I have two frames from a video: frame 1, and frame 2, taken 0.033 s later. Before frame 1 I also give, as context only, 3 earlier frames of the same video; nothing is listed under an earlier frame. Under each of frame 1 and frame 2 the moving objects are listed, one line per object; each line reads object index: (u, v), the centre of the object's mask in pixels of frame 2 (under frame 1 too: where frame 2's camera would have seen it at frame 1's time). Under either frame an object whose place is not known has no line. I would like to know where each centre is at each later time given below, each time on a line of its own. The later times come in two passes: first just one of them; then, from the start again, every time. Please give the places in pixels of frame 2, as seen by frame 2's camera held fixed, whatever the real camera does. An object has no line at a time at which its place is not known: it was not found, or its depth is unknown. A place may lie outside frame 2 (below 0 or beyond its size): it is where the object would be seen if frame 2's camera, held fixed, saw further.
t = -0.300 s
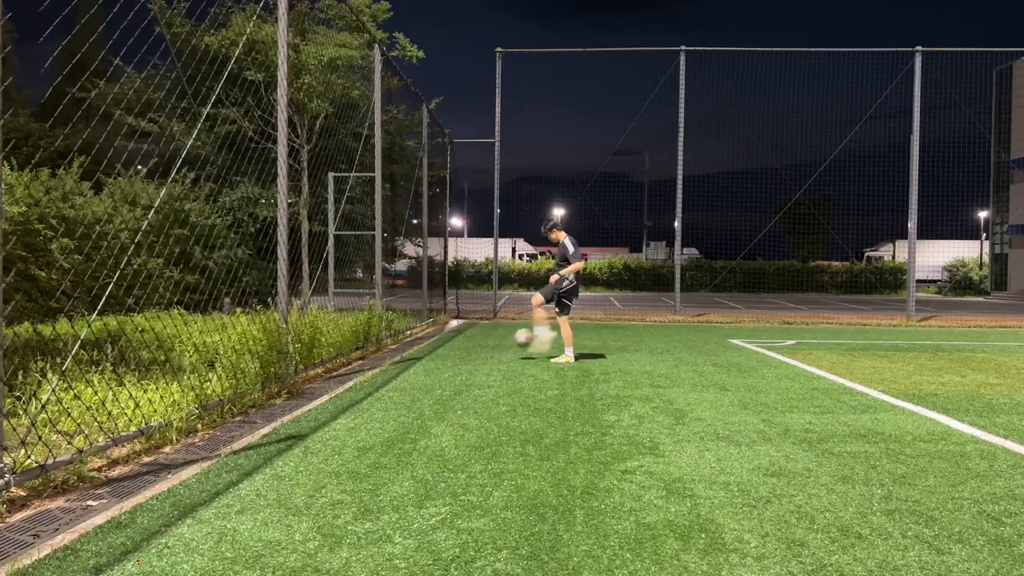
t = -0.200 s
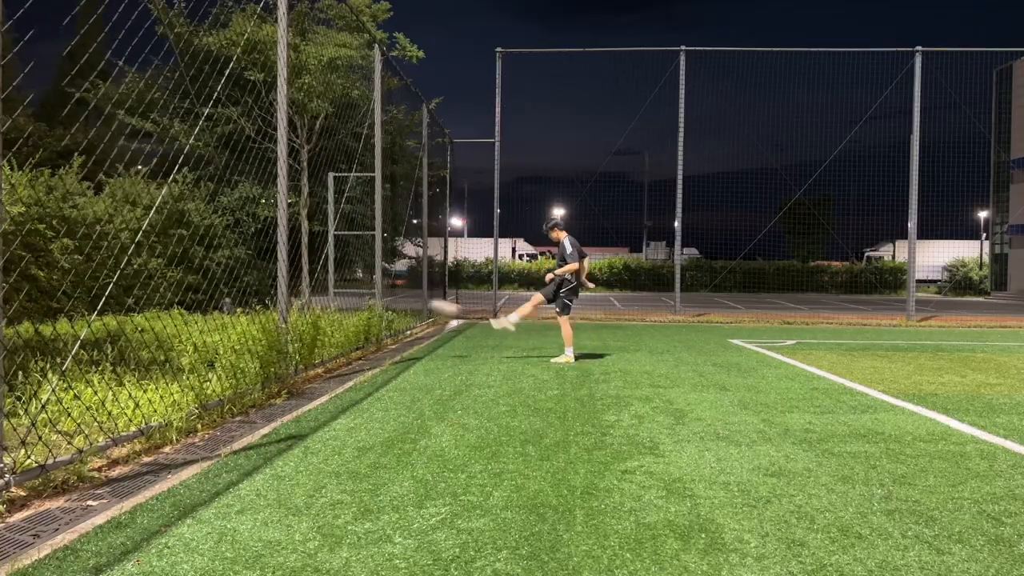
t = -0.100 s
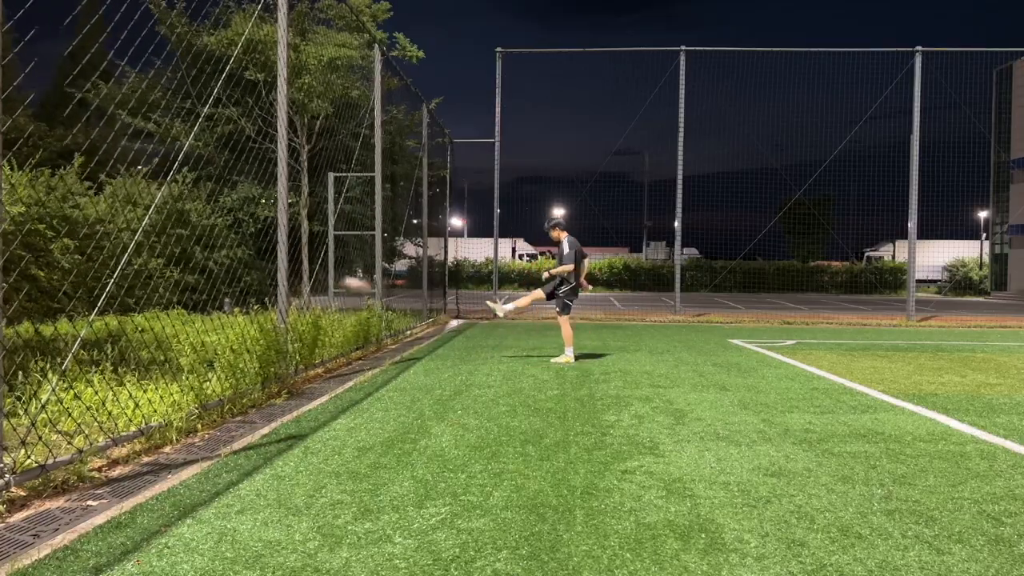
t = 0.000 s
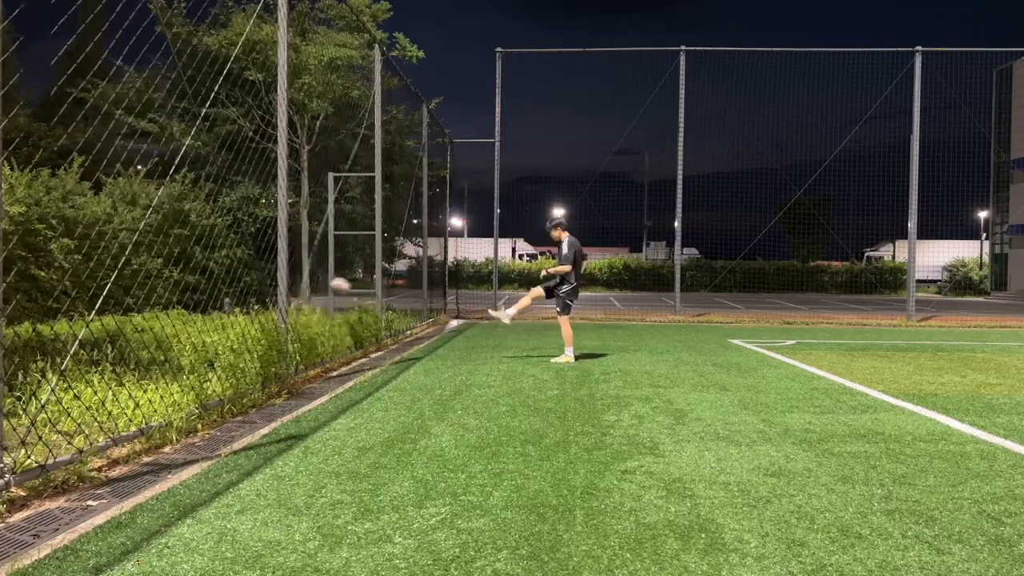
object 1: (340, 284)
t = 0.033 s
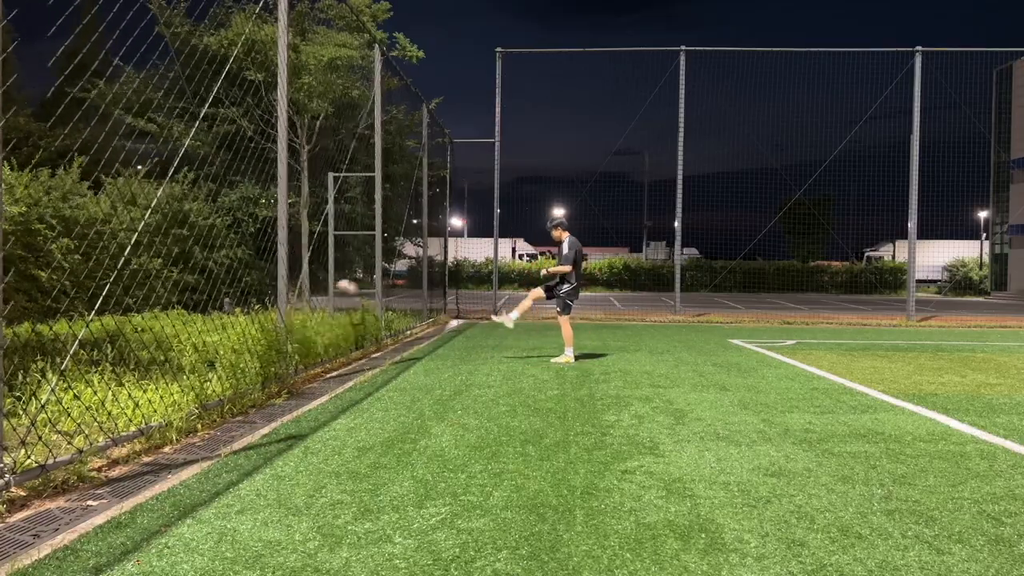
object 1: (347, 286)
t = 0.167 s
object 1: (375, 301)
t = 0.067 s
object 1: (354, 289)
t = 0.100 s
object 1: (361, 292)
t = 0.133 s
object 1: (367, 296)
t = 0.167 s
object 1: (375, 301)
